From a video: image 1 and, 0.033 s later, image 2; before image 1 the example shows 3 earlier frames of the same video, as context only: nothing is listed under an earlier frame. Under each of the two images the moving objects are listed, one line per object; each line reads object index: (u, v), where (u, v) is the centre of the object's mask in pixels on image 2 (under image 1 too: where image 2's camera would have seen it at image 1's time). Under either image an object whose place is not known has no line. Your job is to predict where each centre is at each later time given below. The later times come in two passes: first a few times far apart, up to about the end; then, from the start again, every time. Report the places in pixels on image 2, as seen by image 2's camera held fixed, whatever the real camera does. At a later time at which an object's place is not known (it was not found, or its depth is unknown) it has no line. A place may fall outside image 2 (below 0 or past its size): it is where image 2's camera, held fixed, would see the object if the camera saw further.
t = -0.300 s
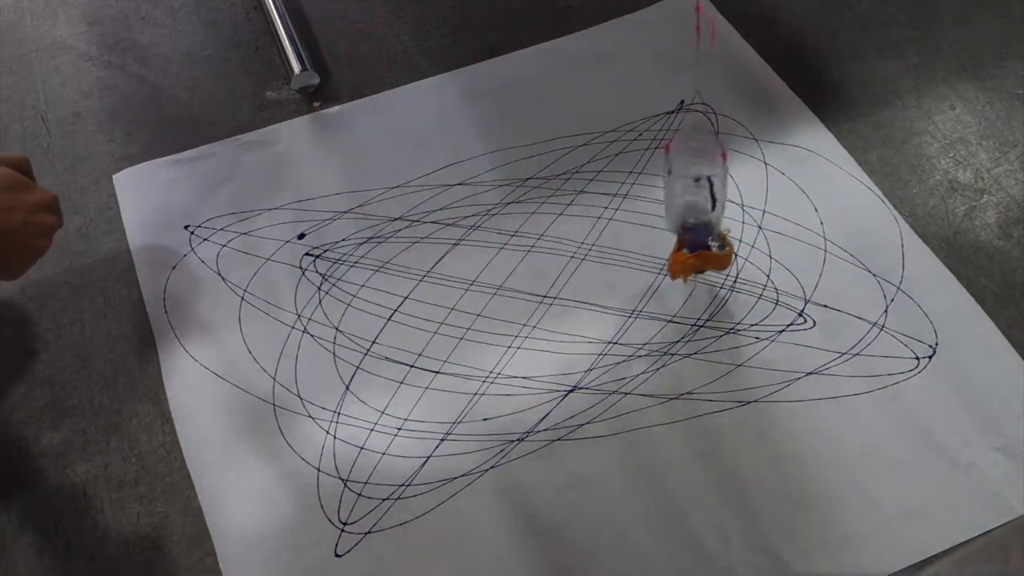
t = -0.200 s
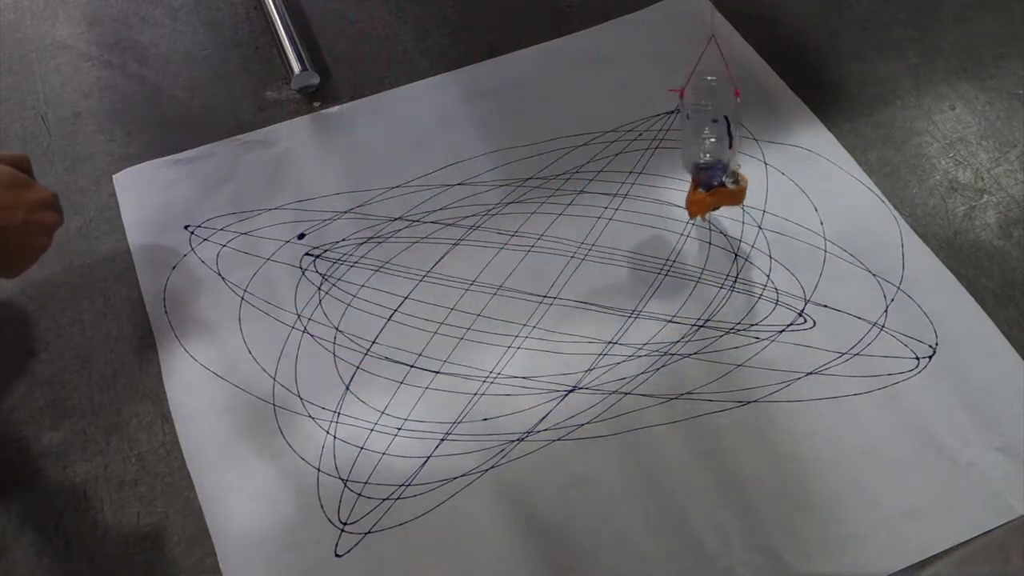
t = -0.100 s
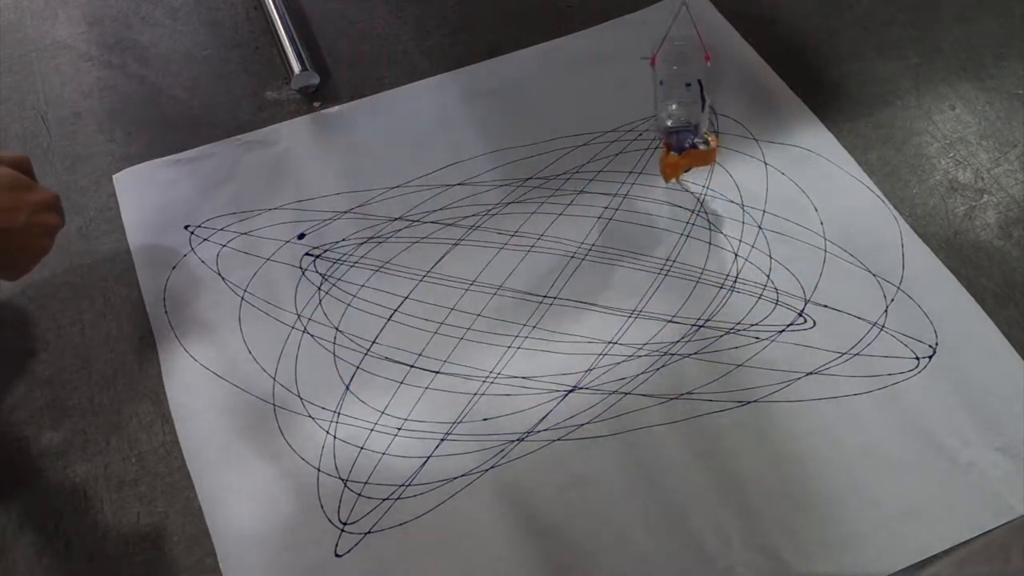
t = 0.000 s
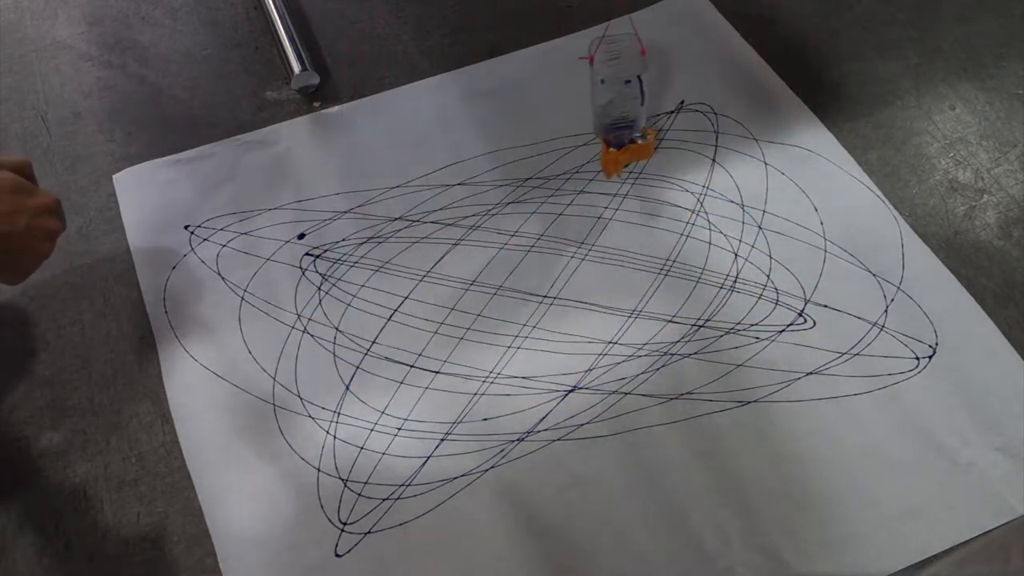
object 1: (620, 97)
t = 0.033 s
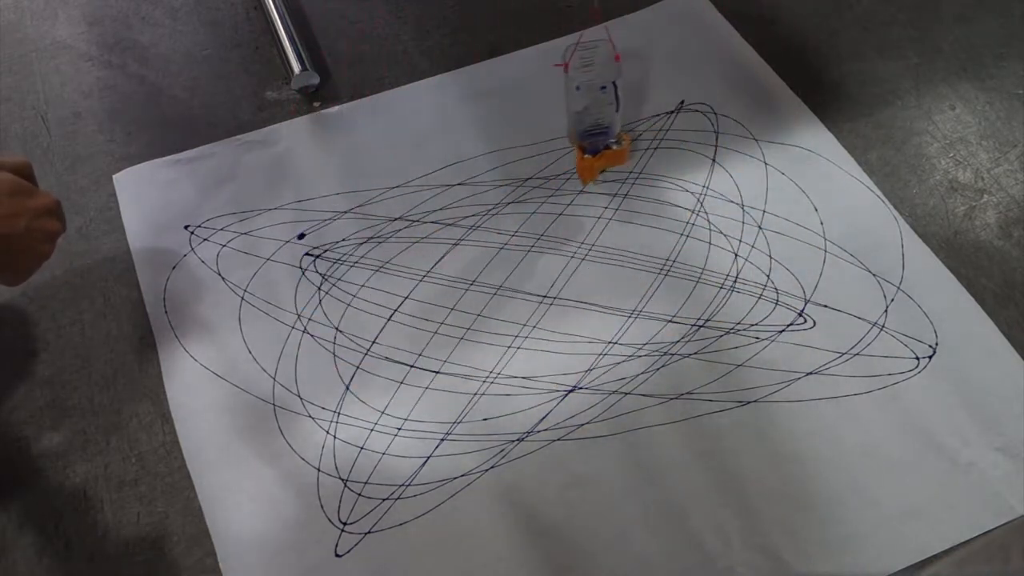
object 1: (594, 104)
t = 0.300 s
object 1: (395, 237)
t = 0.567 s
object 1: (430, 352)
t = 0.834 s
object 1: (636, 213)
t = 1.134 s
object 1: (652, 83)
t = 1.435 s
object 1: (463, 239)
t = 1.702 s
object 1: (406, 362)
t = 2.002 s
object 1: (589, 193)
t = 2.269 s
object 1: (663, 71)
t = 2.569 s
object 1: (532, 219)
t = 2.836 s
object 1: (402, 359)
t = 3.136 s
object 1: (516, 214)
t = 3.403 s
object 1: (651, 79)
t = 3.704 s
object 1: (601, 212)
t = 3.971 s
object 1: (426, 347)
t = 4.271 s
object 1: (452, 217)
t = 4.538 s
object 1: (623, 93)
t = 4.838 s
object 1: (659, 182)
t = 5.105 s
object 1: (468, 326)
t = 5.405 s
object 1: (400, 219)
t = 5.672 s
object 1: (583, 111)
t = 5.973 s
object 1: (701, 176)
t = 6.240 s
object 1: (523, 301)
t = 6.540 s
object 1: (371, 218)
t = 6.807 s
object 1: (535, 139)
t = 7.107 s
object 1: (724, 194)
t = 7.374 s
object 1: (582, 281)
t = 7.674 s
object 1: (361, 218)
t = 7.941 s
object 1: (480, 168)
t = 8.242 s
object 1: (719, 211)
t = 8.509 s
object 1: (632, 252)
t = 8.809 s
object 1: (376, 200)
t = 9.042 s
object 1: (406, 184)
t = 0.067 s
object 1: (568, 114)
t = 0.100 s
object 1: (540, 126)
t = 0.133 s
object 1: (512, 139)
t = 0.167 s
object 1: (484, 156)
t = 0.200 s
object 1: (458, 176)
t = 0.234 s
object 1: (434, 197)
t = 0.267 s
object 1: (413, 217)
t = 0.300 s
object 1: (395, 237)
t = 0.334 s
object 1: (380, 256)
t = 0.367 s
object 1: (371, 286)
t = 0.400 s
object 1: (368, 309)
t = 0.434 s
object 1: (370, 325)
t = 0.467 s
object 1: (377, 339)
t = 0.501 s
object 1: (390, 348)
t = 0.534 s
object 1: (408, 353)
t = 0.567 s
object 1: (430, 352)
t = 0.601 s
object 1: (455, 347)
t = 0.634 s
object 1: (483, 337)
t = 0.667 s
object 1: (512, 323)
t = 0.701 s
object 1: (540, 305)
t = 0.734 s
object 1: (568, 285)
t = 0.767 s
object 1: (593, 262)
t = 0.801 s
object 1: (617, 237)
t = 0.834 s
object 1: (636, 213)
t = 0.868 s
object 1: (653, 188)
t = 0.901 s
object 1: (667, 166)
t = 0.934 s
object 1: (675, 141)
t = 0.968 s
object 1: (680, 120)
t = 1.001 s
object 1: (681, 106)
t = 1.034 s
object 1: (680, 94)
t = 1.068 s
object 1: (674, 86)
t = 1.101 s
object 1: (664, 82)
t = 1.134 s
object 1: (652, 83)
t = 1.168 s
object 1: (636, 88)
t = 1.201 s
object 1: (618, 97)
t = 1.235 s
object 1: (599, 110)
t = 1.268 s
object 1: (579, 127)
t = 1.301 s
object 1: (556, 147)
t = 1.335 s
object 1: (534, 169)
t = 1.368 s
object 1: (508, 190)
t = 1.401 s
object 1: (485, 216)
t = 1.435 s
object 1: (463, 239)
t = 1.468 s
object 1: (443, 264)
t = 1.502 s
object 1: (426, 290)
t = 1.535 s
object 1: (411, 309)
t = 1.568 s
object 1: (400, 327)
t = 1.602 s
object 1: (395, 344)
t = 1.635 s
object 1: (394, 351)
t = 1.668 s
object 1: (397, 361)
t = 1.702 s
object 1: (406, 362)
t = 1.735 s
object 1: (419, 359)
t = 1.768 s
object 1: (436, 350)
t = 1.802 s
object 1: (456, 337)
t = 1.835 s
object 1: (477, 319)
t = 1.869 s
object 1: (500, 299)
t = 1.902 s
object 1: (524, 276)
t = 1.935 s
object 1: (546, 246)
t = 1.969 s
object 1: (568, 220)
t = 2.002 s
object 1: (589, 193)
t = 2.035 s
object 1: (609, 167)
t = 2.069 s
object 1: (625, 144)
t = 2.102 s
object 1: (639, 121)
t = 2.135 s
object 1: (649, 103)
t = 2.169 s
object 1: (657, 88)
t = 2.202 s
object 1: (662, 79)
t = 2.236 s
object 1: (664, 74)
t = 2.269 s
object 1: (663, 71)
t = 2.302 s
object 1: (659, 73)
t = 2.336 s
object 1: (651, 80)
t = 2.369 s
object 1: (642, 92)
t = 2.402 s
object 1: (628, 103)
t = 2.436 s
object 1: (612, 122)
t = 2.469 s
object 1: (595, 143)
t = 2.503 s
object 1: (576, 167)
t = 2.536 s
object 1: (554, 192)
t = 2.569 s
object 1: (532, 219)
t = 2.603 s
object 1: (511, 246)
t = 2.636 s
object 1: (489, 276)
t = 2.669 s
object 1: (468, 299)
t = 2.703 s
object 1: (448, 318)
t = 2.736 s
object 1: (432, 334)
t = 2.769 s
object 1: (417, 347)
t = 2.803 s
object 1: (408, 355)
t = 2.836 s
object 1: (402, 359)
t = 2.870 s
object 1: (401, 358)
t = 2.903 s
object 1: (404, 350)
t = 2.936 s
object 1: (412, 340)
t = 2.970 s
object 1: (424, 324)
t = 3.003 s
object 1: (439, 306)
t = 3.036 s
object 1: (456, 285)
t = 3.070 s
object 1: (475, 259)
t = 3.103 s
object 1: (496, 239)
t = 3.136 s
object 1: (516, 214)
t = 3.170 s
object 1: (539, 191)
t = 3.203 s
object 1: (559, 161)
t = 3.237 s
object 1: (579, 137)
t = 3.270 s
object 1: (597, 115)
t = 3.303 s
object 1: (613, 103)
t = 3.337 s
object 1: (628, 91)
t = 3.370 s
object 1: (641, 83)
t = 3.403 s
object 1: (651, 79)
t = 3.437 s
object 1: (658, 78)
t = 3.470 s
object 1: (662, 81)
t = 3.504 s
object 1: (663, 89)
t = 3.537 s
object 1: (661, 96)
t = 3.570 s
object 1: (656, 113)
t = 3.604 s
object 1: (646, 133)
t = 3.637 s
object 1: (635, 156)
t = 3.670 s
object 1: (619, 181)
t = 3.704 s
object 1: (601, 212)
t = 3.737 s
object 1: (580, 236)
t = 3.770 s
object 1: (559, 253)
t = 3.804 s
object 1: (535, 282)
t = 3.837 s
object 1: (511, 301)
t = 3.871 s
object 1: (487, 319)
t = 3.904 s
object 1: (464, 332)
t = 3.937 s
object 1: (443, 342)
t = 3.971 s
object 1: (426, 347)
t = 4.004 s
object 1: (411, 347)
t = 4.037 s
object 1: (401, 343)
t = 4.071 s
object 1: (396, 333)
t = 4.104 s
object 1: (395, 321)
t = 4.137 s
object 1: (399, 305)
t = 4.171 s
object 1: (408, 288)
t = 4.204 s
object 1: (419, 267)
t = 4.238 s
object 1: (433, 235)
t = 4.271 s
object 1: (452, 217)
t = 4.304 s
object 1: (472, 196)
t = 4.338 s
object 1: (493, 177)
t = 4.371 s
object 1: (516, 155)
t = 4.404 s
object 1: (539, 136)
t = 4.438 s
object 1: (561, 117)
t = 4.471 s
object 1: (583, 109)
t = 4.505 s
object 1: (604, 98)
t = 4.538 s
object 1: (623, 93)
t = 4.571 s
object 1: (644, 90)
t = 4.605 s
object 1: (658, 89)
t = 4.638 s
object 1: (669, 94)
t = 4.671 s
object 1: (677, 103)
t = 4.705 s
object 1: (681, 116)
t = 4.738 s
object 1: (681, 129)
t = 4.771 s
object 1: (679, 145)
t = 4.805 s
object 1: (672, 163)
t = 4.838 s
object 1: (659, 182)
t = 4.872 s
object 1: (644, 219)
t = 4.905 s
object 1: (625, 243)
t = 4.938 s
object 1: (602, 262)
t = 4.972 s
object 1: (577, 282)
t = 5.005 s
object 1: (550, 298)
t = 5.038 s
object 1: (523, 311)
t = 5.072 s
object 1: (495, 321)
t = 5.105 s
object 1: (468, 326)
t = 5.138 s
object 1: (443, 327)
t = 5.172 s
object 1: (422, 323)
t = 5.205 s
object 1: (404, 318)
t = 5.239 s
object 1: (391, 307)
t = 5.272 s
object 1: (383, 295)
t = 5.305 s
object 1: (380, 271)
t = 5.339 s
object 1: (382, 253)
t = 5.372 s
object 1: (389, 238)
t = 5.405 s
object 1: (400, 219)
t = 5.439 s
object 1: (416, 201)
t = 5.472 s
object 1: (435, 183)
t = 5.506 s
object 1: (456, 159)
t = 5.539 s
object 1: (479, 145)
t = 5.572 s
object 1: (504, 134)
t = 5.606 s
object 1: (530, 123)
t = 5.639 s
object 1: (557, 115)
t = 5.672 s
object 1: (583, 111)
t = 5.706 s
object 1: (607, 109)
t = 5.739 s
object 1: (631, 111)
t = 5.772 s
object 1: (652, 113)
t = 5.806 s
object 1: (671, 118)
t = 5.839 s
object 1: (685, 125)
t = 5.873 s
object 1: (696, 136)
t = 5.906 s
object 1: (702, 149)
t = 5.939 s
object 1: (704, 162)
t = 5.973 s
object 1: (701, 176)
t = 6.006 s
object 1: (693, 187)
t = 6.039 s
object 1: (680, 224)
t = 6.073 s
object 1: (662, 243)
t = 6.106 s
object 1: (639, 260)
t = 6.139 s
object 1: (613, 275)
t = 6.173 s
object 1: (584, 287)
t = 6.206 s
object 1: (554, 296)
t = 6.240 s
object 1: (523, 301)
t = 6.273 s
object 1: (492, 303)
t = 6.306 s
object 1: (463, 301)
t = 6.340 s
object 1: (437, 296)
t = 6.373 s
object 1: (414, 289)
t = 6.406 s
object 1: (395, 278)
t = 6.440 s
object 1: (381, 260)
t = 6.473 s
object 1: (372, 247)
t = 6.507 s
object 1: (369, 232)
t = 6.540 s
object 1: (371, 218)
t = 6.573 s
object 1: (378, 205)
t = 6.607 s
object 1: (391, 192)
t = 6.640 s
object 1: (408, 179)
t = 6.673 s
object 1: (428, 169)
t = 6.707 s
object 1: (451, 161)
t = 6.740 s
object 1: (476, 155)
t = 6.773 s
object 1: (505, 148)
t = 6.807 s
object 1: (535, 139)
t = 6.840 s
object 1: (565, 145)
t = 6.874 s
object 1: (592, 143)
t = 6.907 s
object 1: (621, 144)
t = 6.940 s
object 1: (648, 148)
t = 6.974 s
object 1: (672, 154)
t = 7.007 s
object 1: (692, 162)
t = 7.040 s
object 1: (707, 172)
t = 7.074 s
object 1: (718, 181)
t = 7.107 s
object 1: (724, 194)
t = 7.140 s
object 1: (725, 209)
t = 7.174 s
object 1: (719, 222)
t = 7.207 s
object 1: (708, 233)
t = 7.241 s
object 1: (691, 249)
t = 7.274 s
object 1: (669, 259)
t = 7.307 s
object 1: (643, 270)
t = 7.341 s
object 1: (613, 276)
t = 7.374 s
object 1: (582, 281)
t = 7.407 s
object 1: (548, 282)
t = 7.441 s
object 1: (514, 281)
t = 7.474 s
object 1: (482, 276)
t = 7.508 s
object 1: (452, 271)
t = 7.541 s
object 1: (425, 261)
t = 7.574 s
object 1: (402, 252)
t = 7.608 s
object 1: (383, 238)
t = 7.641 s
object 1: (369, 229)
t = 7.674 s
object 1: (361, 218)
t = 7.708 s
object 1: (359, 207)
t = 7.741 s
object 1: (362, 198)
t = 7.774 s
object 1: (371, 190)
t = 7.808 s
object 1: (384, 183)
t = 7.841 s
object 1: (404, 177)
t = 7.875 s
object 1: (426, 174)
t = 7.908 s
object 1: (452, 171)
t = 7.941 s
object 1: (480, 168)
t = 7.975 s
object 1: (512, 178)
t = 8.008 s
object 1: (543, 177)
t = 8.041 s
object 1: (573, 175)
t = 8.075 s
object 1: (604, 179)
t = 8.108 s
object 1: (633, 183)
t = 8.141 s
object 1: (660, 189)
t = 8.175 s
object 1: (685, 192)
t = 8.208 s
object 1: (705, 203)
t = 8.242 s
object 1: (719, 211)
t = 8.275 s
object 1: (729, 213)
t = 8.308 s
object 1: (733, 225)
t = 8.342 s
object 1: (730, 231)
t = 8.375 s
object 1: (721, 238)
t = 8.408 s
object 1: (706, 243)
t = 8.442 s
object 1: (686, 248)
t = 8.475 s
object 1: (661, 251)
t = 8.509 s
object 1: (632, 252)
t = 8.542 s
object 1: (601, 253)
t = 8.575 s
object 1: (569, 252)
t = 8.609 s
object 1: (536, 250)
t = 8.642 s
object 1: (502, 243)
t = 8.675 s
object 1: (471, 231)
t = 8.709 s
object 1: (442, 224)
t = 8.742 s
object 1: (415, 215)
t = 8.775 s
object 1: (393, 207)
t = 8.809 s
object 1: (376, 200)
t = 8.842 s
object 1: (364, 195)
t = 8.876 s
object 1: (357, 190)
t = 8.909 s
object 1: (357, 187)
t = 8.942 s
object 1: (361, 185)
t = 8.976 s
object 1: (371, 184)
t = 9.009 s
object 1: (386, 183)
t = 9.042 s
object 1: (406, 184)
